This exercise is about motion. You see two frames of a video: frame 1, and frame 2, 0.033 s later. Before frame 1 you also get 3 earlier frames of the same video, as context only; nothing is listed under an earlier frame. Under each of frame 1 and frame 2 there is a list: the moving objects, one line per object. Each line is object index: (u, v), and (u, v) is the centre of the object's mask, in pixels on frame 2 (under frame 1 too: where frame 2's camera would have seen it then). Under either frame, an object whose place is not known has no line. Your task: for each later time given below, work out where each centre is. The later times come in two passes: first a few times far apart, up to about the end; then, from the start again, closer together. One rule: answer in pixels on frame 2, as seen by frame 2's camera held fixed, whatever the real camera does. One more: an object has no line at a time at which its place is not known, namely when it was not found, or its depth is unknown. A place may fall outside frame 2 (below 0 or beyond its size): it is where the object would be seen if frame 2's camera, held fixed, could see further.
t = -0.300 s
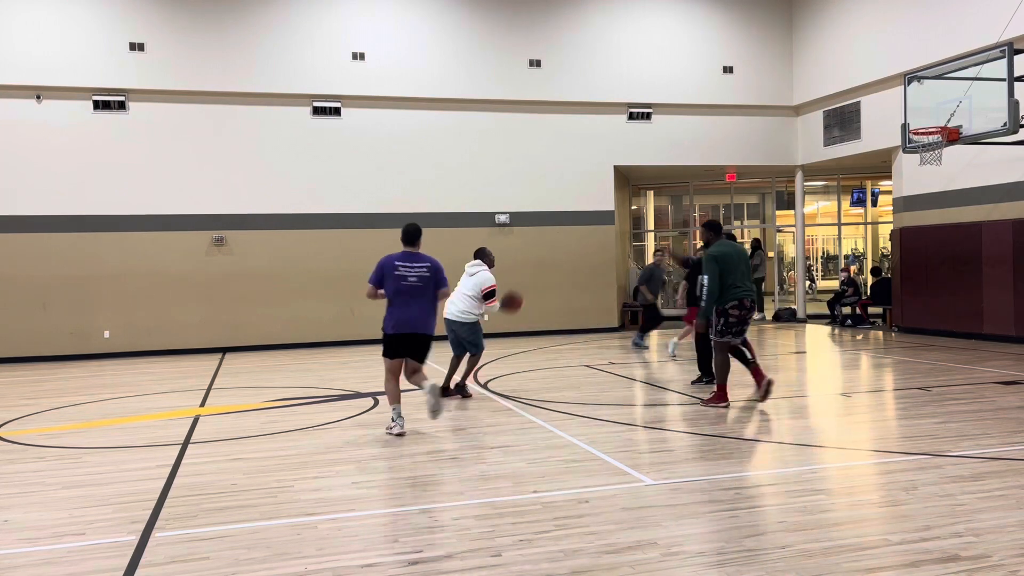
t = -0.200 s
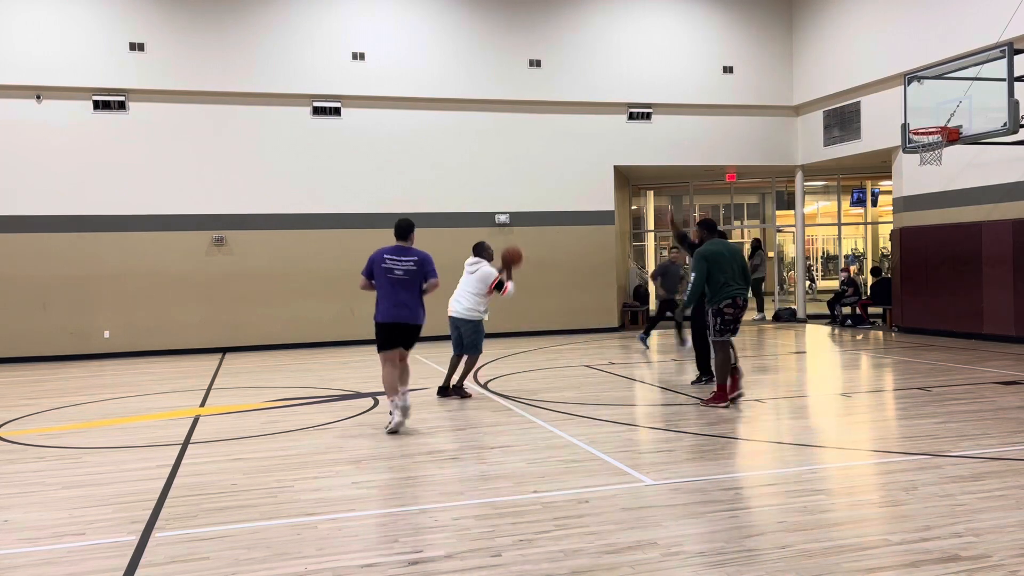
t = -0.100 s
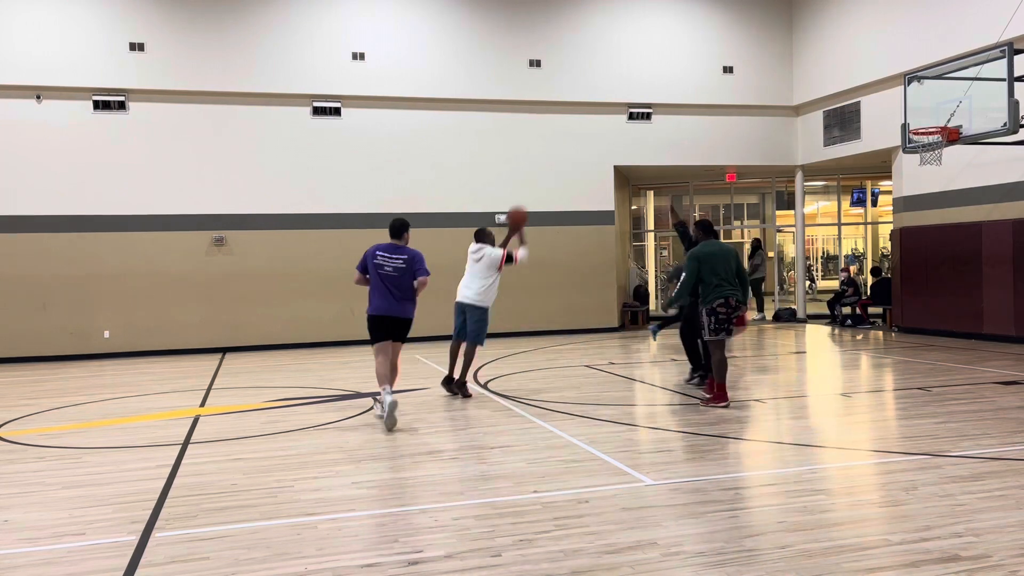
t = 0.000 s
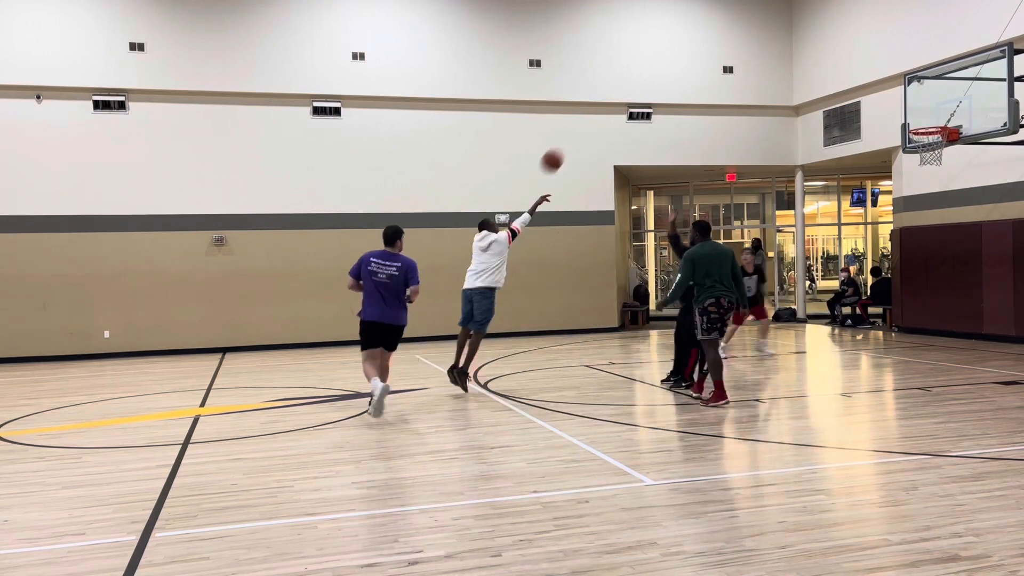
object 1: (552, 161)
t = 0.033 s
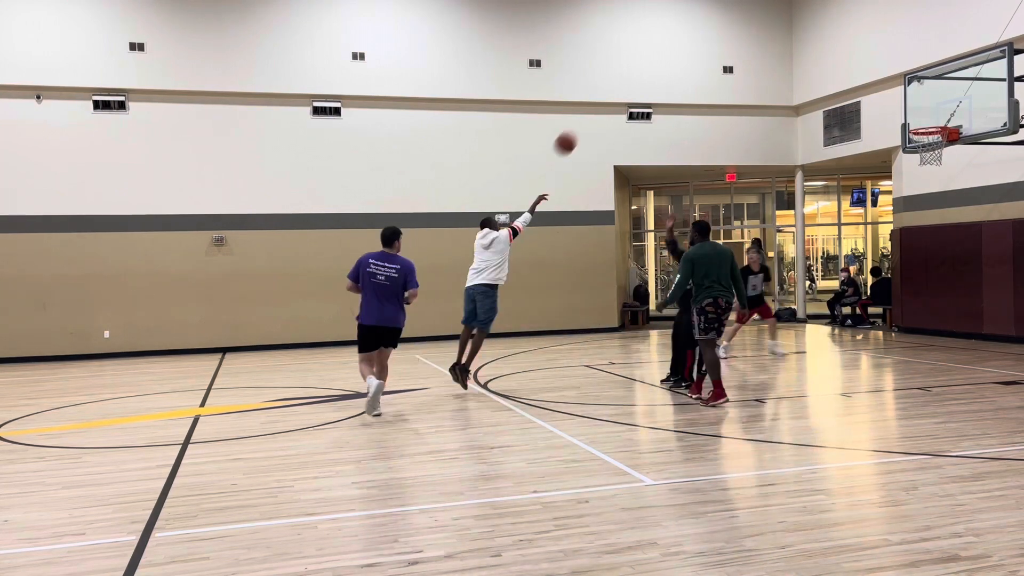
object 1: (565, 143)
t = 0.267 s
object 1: (655, 52)
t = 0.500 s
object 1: (737, 13)
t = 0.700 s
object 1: (802, 16)
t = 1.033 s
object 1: (901, 86)
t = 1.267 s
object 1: (910, 123)
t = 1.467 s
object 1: (863, 140)
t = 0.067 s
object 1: (578, 127)
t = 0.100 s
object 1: (592, 112)
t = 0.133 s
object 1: (605, 98)
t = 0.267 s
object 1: (655, 52)
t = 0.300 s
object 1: (667, 43)
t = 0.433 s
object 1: (714, 19)
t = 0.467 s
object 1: (725, 16)
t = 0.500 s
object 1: (737, 13)
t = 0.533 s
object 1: (748, 11)
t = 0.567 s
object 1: (759, 10)
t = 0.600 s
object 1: (770, 10)
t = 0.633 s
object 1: (781, 12)
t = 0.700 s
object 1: (802, 16)
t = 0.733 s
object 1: (812, 20)
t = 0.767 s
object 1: (822, 24)
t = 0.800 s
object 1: (833, 29)
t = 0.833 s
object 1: (843, 35)
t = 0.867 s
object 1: (853, 41)
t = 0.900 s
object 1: (863, 49)
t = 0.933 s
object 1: (872, 57)
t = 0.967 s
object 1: (882, 66)
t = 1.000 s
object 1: (892, 76)
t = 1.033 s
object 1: (901, 86)
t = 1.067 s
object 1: (911, 97)
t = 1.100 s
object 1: (920, 108)
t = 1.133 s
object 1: (930, 120)
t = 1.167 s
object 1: (934, 123)
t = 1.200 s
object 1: (927, 122)
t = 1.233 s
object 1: (918, 122)
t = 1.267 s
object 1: (910, 123)
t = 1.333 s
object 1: (894, 125)
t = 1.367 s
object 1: (886, 128)
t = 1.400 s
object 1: (878, 131)
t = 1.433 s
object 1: (870, 135)
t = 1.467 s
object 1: (863, 140)
